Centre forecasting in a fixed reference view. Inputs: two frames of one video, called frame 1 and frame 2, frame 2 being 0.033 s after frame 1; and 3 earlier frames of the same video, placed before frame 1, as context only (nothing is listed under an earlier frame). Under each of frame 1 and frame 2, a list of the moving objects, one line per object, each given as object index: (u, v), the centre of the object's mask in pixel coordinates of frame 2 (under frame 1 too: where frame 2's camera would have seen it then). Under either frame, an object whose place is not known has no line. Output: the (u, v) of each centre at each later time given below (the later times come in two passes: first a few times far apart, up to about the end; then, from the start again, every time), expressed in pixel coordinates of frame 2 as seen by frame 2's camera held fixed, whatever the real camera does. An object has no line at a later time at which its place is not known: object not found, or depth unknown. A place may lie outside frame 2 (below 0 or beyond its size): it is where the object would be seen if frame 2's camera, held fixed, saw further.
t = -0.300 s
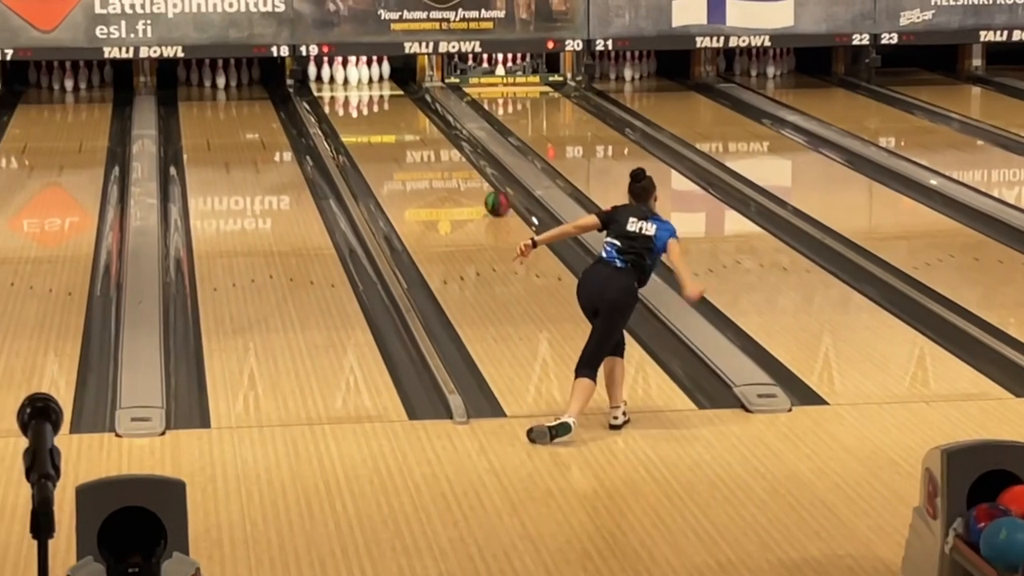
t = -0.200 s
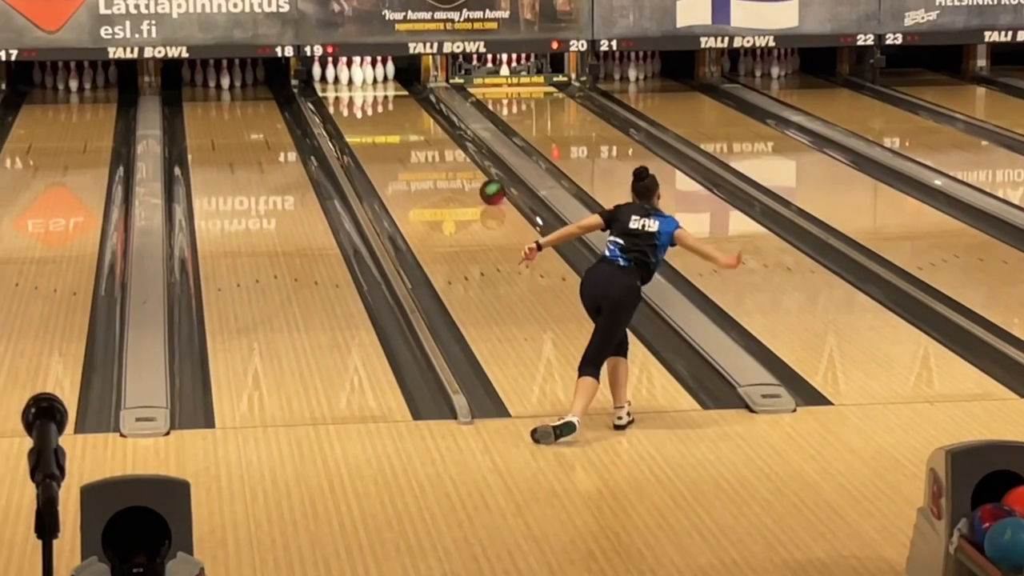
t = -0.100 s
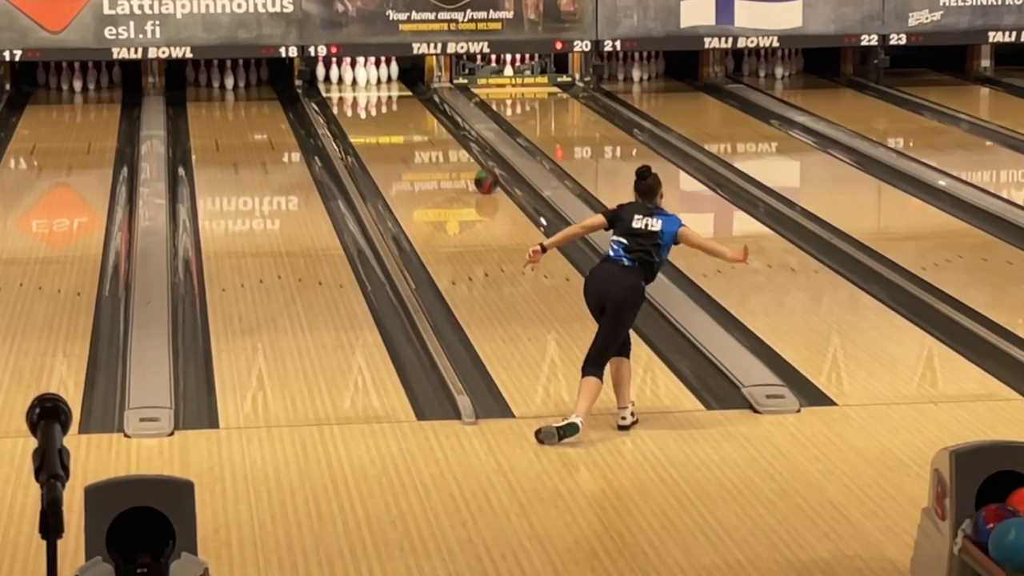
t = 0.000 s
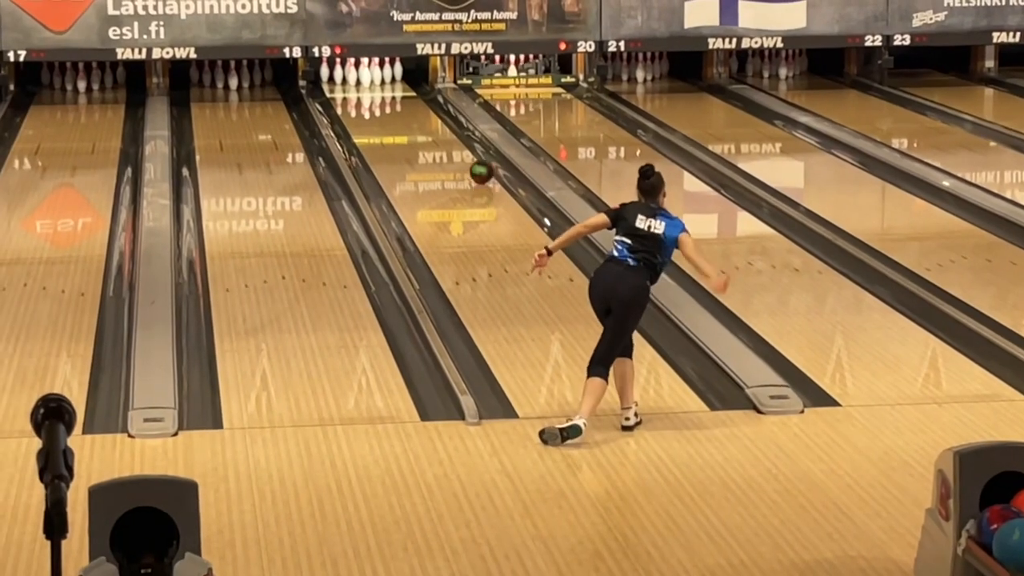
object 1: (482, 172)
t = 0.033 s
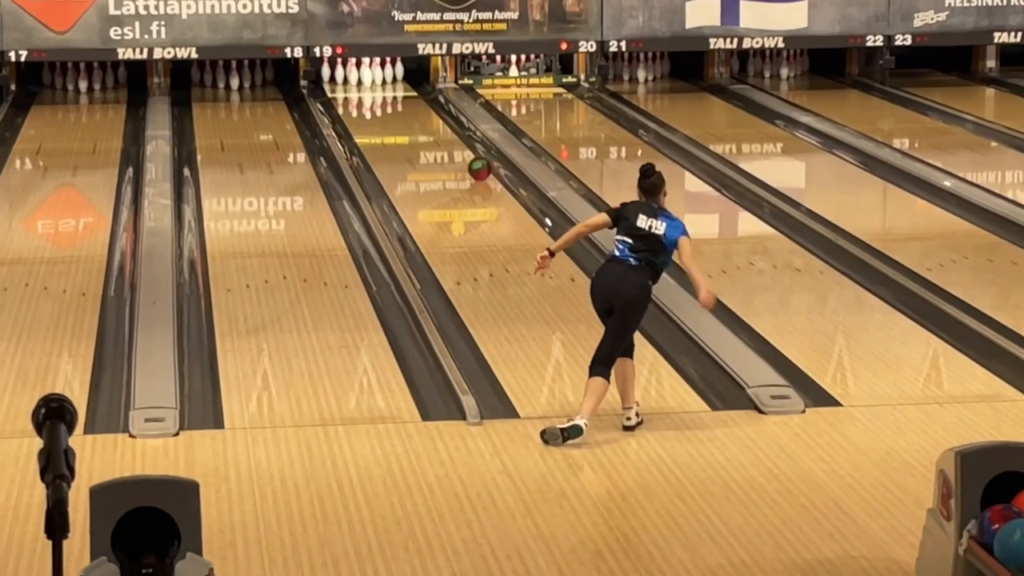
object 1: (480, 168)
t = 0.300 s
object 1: (458, 144)
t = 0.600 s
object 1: (435, 122)
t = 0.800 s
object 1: (421, 110)
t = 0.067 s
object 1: (477, 165)
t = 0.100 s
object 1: (473, 162)
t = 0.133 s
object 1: (470, 159)
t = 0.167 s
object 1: (467, 157)
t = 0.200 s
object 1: (465, 153)
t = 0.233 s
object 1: (462, 151)
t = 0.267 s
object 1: (460, 147)
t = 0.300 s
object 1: (458, 144)
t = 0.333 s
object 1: (455, 141)
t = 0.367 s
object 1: (452, 140)
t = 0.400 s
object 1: (449, 137)
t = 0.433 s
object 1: (447, 134)
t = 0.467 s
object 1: (444, 132)
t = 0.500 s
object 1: (442, 129)
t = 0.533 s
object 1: (440, 127)
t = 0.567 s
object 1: (437, 124)
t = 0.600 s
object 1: (435, 122)
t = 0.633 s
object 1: (432, 120)
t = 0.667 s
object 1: (429, 118)
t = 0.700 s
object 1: (427, 117)
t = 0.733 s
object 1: (425, 114)
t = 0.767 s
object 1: (423, 111)
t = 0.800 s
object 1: (421, 110)
